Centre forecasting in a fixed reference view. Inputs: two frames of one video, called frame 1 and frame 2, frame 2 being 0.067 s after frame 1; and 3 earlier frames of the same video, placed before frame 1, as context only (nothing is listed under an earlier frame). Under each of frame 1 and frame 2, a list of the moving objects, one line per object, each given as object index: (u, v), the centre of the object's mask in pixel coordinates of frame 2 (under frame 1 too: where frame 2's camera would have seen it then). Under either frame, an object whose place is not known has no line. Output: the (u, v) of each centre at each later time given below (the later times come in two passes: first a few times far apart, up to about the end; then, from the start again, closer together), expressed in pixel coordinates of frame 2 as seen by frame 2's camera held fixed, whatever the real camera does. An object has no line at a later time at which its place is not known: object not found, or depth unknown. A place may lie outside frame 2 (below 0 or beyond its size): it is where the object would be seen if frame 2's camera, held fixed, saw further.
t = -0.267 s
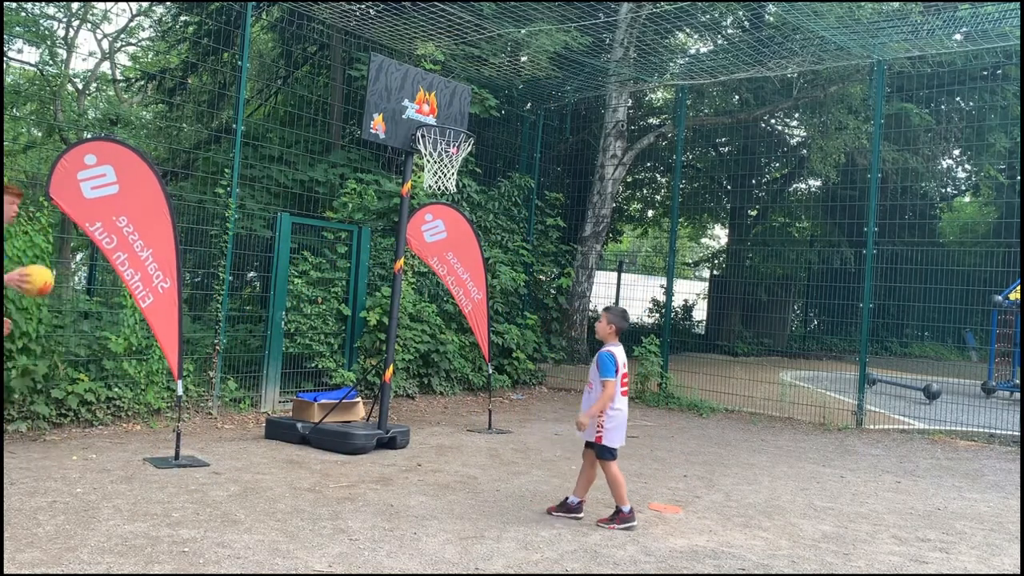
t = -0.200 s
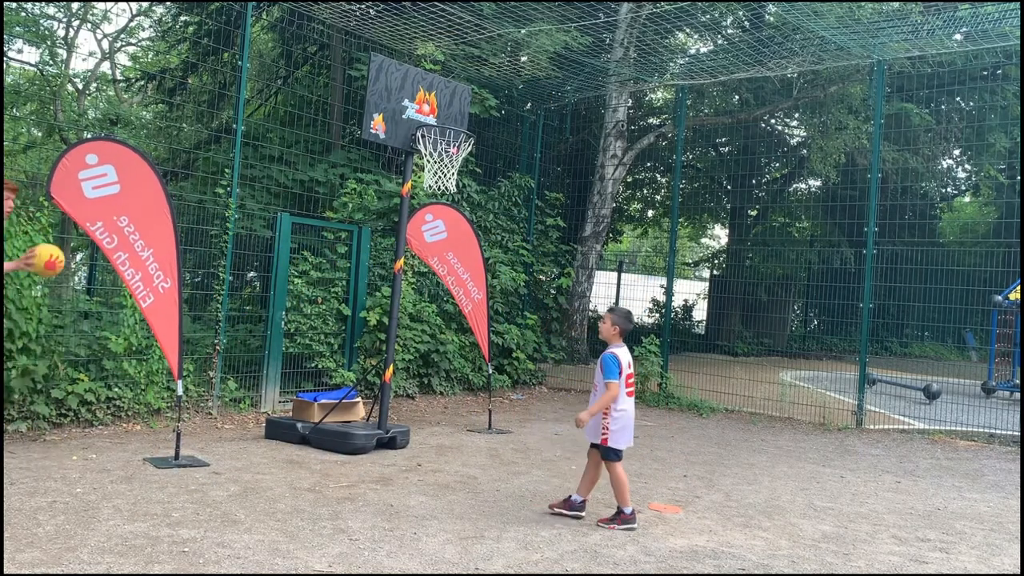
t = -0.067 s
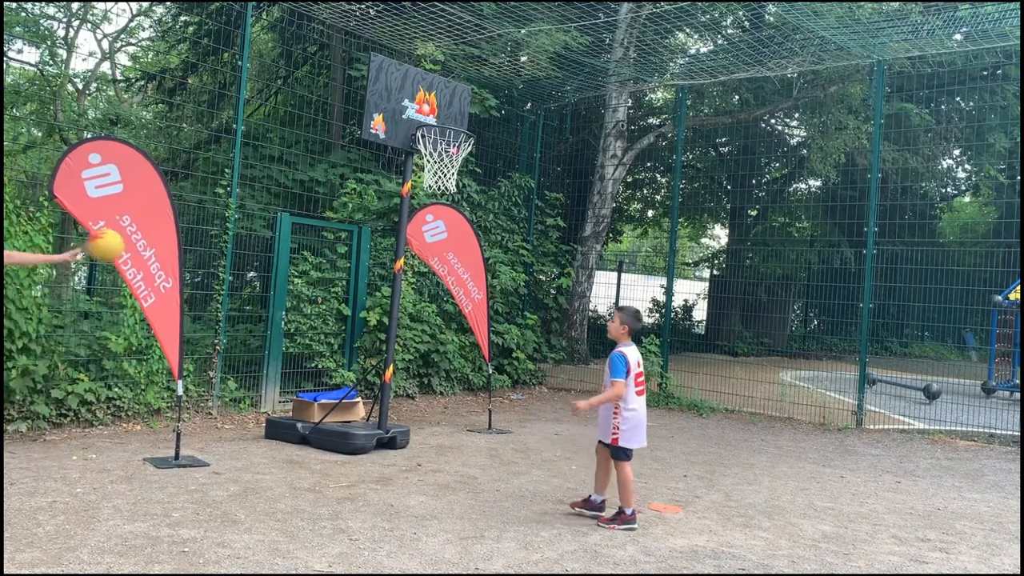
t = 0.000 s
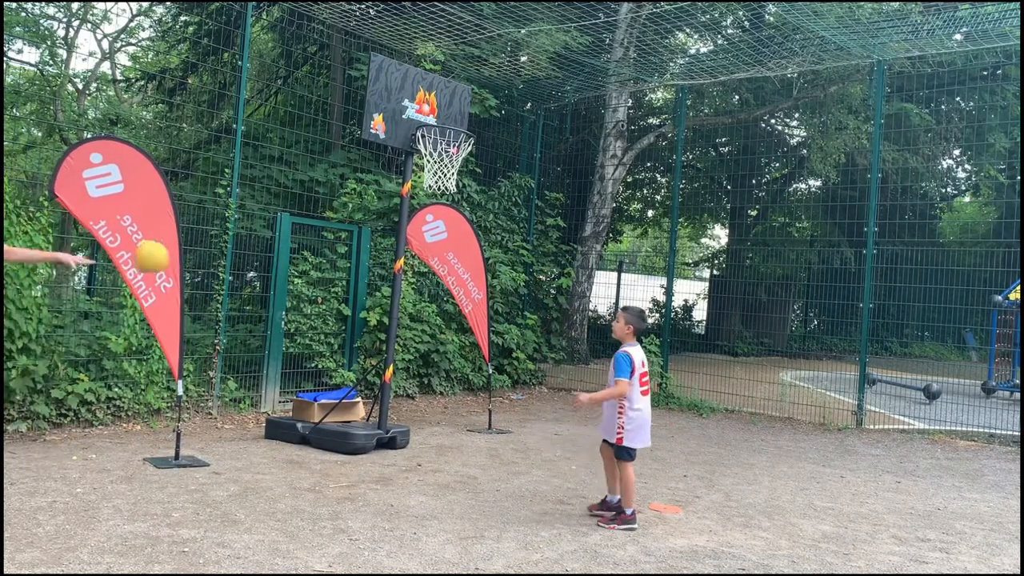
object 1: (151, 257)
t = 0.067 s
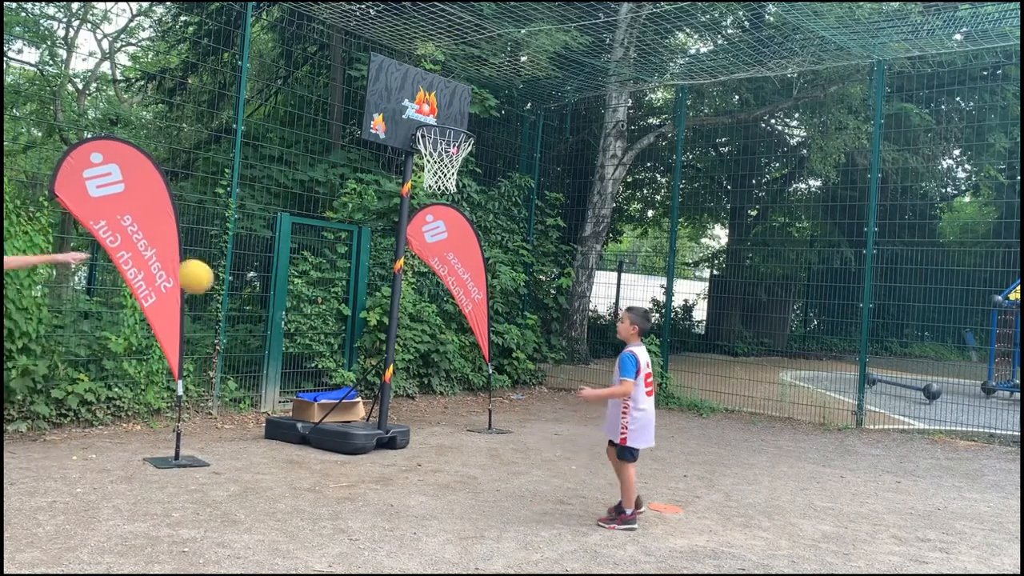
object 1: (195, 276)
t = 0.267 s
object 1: (320, 375)
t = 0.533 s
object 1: (436, 420)
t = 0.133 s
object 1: (238, 303)
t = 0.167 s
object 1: (259, 318)
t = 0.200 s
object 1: (280, 335)
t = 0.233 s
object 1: (300, 355)
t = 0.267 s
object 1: (320, 375)
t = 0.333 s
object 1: (360, 422)
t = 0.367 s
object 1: (378, 447)
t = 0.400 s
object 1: (397, 475)
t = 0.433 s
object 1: (410, 482)
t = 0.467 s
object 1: (419, 459)
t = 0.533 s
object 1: (436, 420)
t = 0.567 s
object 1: (444, 402)
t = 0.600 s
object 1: (451, 388)
